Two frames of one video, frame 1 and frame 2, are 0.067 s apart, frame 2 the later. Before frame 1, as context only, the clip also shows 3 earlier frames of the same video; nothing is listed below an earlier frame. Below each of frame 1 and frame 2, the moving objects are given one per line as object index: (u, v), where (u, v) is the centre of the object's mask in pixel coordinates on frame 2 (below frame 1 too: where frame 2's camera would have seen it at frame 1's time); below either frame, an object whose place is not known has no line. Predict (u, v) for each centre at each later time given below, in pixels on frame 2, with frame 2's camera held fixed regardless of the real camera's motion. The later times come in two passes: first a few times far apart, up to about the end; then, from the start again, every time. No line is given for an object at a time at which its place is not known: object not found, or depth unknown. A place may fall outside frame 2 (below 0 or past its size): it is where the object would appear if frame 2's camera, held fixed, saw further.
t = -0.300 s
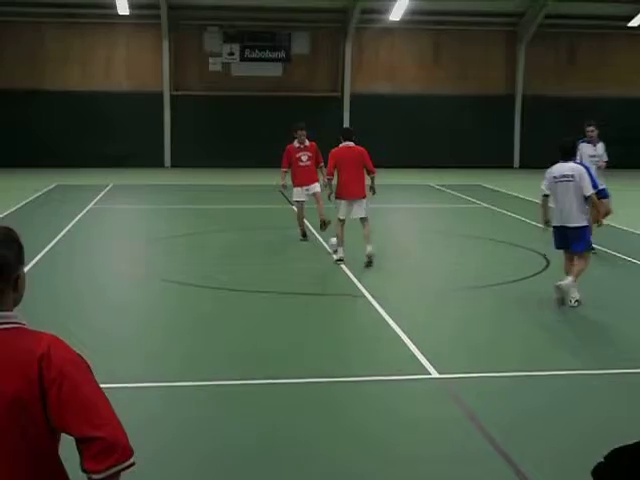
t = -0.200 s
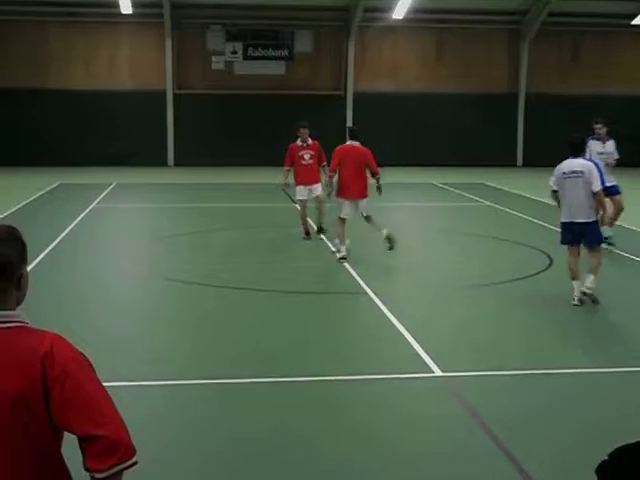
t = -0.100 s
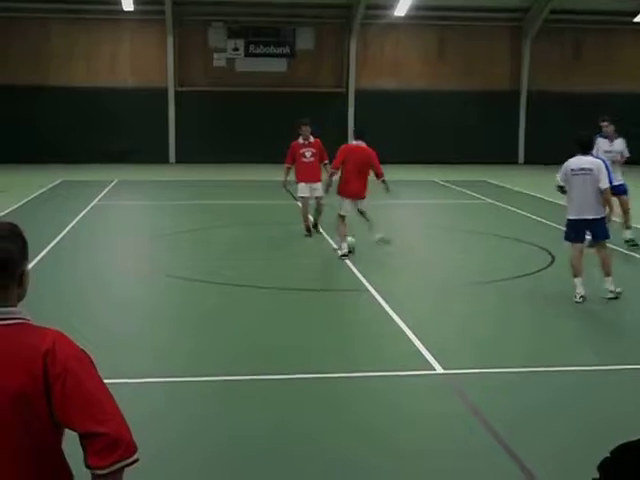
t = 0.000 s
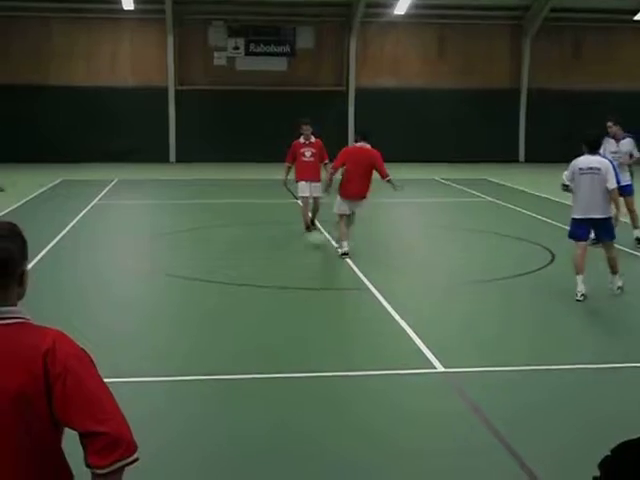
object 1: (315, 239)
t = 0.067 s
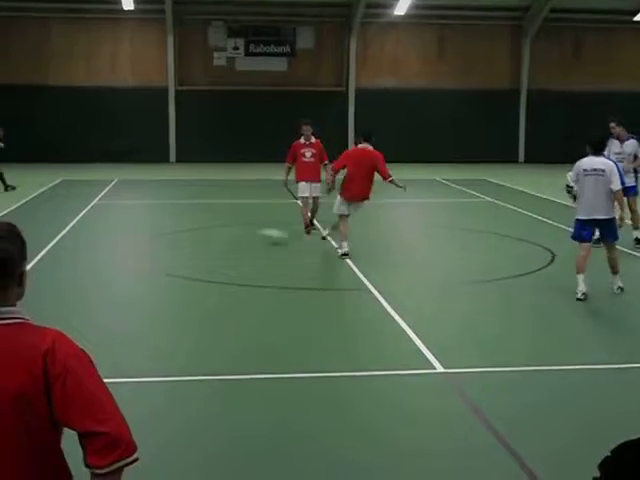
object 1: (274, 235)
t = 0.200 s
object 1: (198, 231)
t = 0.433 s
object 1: (95, 221)
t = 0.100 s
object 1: (253, 233)
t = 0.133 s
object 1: (233, 234)
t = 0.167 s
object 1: (215, 232)
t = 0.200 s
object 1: (198, 231)
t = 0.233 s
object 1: (182, 230)
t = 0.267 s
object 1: (165, 228)
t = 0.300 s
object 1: (150, 226)
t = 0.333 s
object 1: (135, 225)
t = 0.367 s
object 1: (121, 227)
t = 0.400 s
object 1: (106, 222)
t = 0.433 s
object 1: (95, 221)
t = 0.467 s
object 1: (83, 221)
